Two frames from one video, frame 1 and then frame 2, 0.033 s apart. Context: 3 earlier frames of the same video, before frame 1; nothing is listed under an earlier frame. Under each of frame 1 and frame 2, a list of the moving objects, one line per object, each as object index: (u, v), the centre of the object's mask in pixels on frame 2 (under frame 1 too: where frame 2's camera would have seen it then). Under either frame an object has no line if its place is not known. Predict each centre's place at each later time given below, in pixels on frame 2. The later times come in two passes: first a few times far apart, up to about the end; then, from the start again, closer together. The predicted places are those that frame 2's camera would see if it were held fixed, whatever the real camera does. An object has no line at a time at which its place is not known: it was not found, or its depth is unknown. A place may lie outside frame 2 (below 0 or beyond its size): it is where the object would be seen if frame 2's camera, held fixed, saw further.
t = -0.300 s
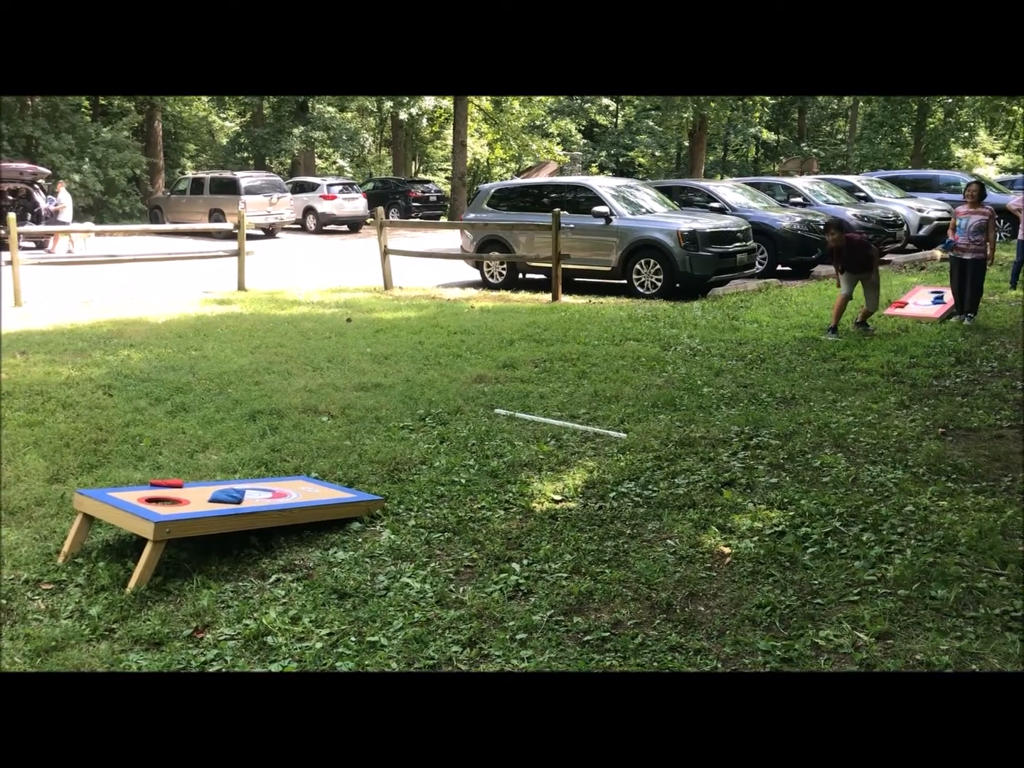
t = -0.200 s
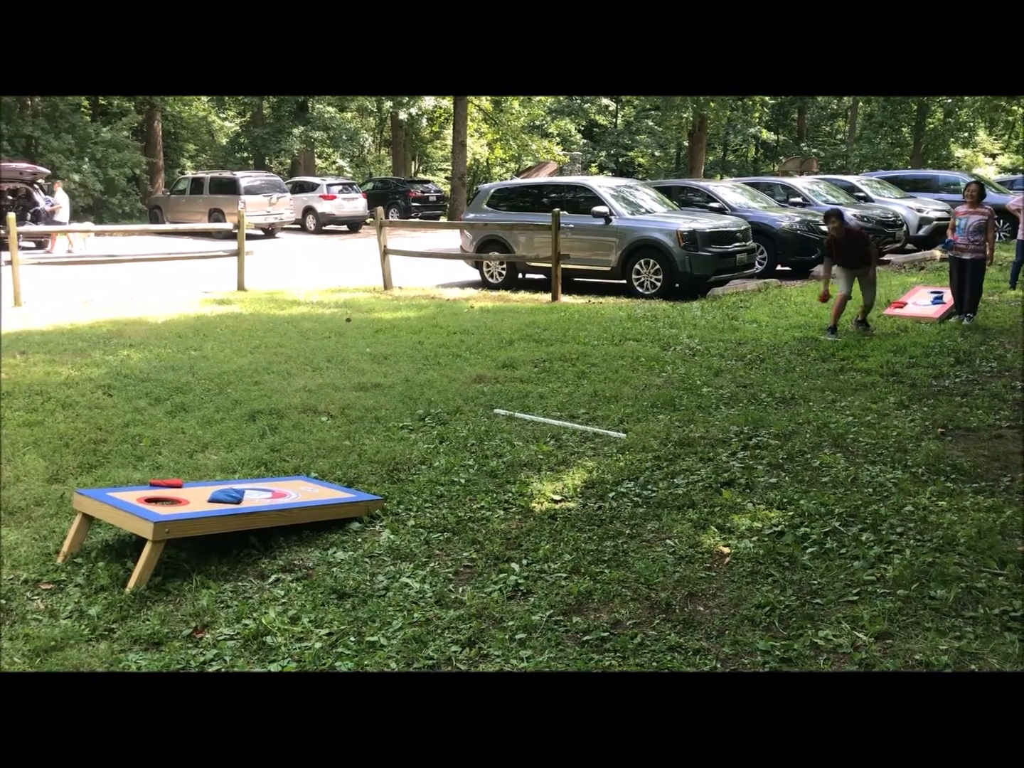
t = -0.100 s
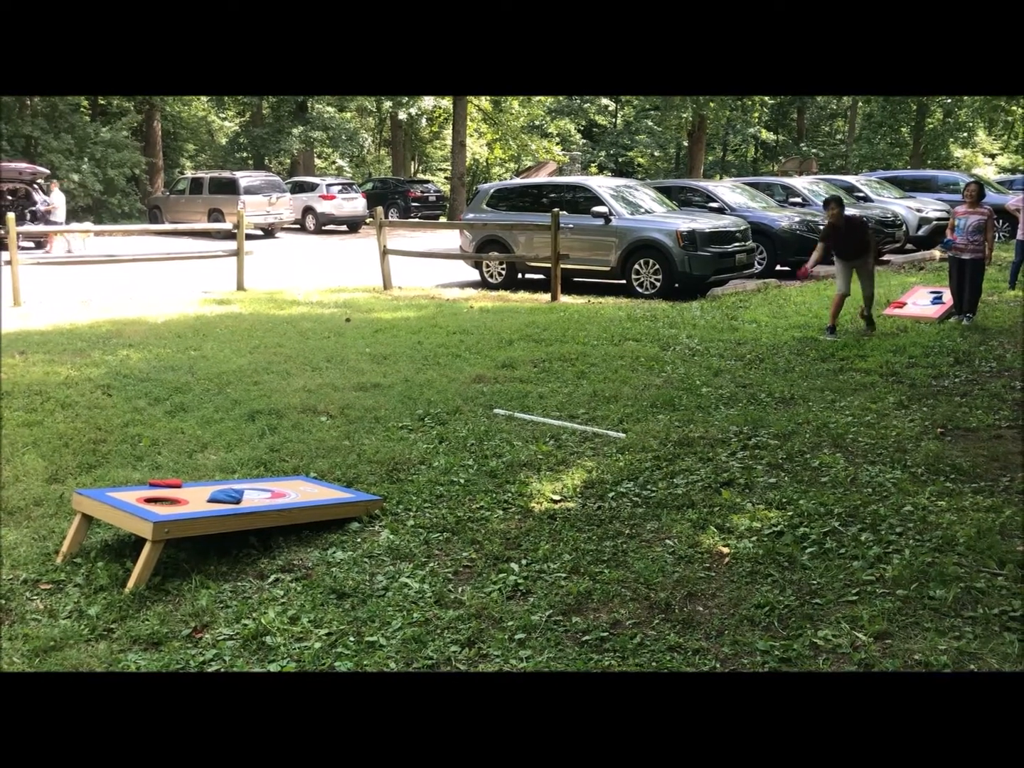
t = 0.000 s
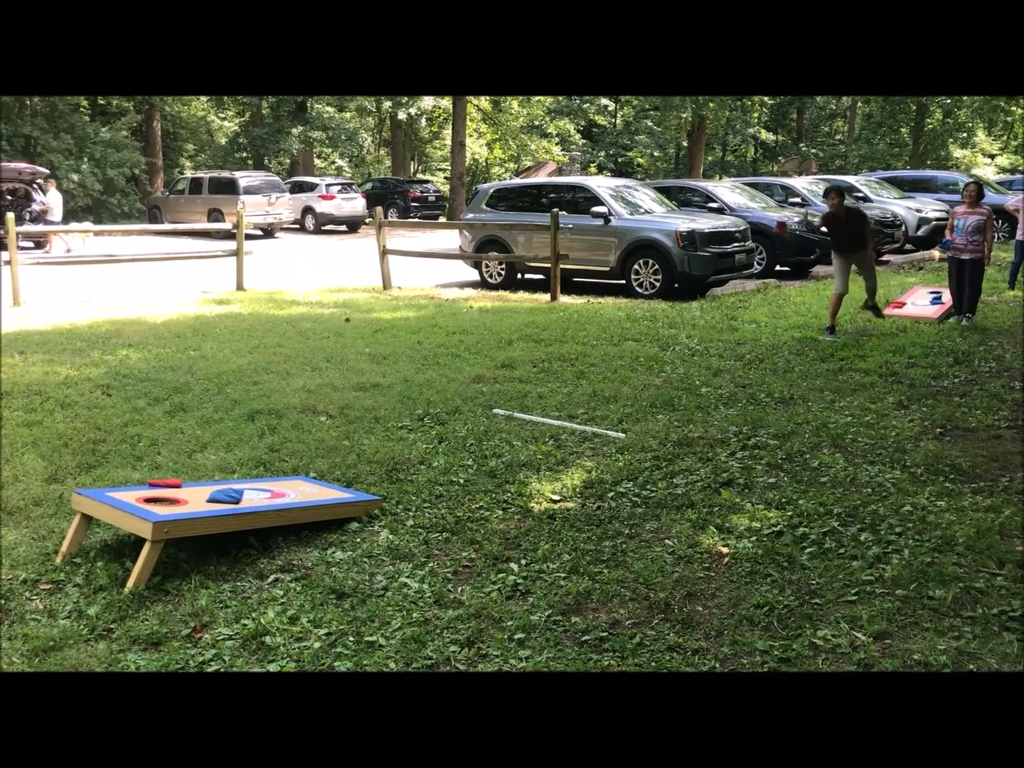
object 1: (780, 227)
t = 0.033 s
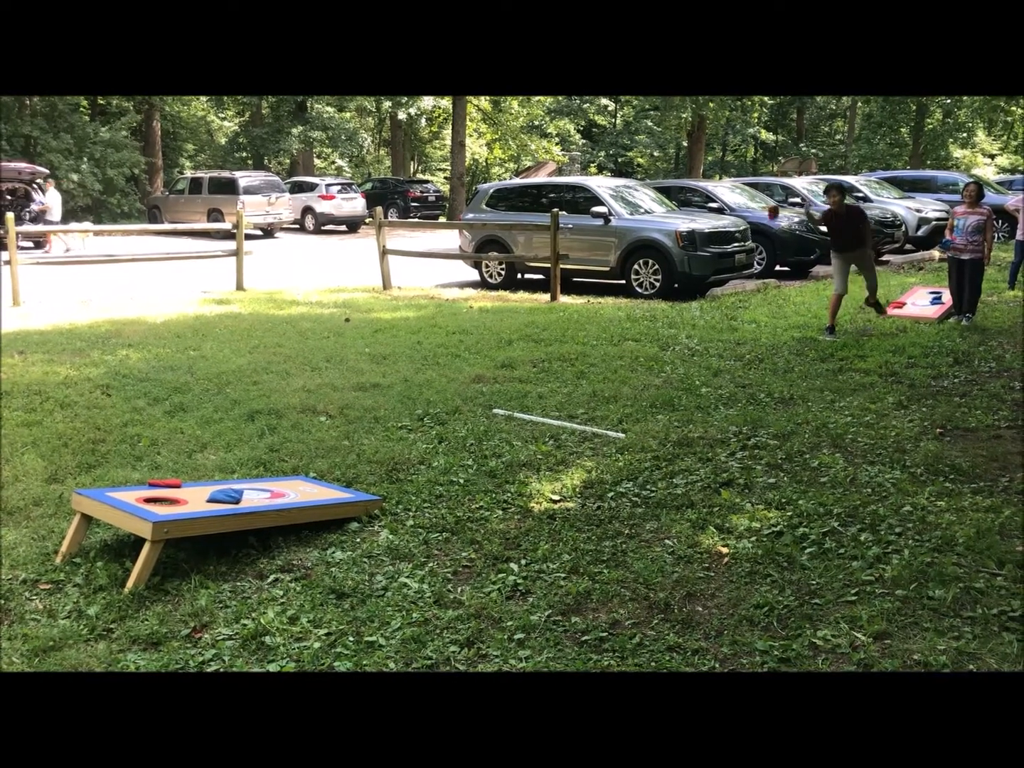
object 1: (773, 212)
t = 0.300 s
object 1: (693, 124)
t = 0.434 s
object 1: (639, 109)
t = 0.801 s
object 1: (425, 234)
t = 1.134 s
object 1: (193, 481)
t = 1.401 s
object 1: (168, 484)
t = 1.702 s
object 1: (169, 484)
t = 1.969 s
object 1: (169, 484)
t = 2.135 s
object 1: (169, 484)
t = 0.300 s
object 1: (693, 124)
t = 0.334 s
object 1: (680, 118)
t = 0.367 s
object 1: (667, 113)
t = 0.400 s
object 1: (652, 110)
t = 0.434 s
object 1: (639, 109)
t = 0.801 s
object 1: (425, 234)
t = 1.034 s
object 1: (233, 480)
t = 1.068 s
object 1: (219, 481)
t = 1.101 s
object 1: (205, 480)
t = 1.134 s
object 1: (193, 481)
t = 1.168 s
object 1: (182, 481)
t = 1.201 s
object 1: (173, 482)
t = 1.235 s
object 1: (171, 483)
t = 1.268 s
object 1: (168, 483)
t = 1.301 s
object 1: (167, 484)
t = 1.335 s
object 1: (168, 484)
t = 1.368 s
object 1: (168, 484)
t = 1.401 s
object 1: (168, 484)
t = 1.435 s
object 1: (168, 484)
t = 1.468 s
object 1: (168, 484)
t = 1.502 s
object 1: (168, 484)
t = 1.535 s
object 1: (169, 484)
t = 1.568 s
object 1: (168, 484)
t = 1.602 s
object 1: (168, 484)
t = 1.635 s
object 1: (168, 484)
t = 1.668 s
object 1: (169, 484)
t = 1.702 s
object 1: (169, 484)
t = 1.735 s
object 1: (169, 484)
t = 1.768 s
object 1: (169, 484)
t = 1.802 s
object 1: (169, 484)
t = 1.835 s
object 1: (169, 484)
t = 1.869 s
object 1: (169, 484)
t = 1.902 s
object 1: (169, 484)
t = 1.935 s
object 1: (169, 484)
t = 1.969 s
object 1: (169, 484)
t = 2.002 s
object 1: (169, 484)
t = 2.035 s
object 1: (169, 484)
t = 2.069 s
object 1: (169, 484)
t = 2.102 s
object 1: (169, 484)
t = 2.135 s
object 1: (169, 484)
